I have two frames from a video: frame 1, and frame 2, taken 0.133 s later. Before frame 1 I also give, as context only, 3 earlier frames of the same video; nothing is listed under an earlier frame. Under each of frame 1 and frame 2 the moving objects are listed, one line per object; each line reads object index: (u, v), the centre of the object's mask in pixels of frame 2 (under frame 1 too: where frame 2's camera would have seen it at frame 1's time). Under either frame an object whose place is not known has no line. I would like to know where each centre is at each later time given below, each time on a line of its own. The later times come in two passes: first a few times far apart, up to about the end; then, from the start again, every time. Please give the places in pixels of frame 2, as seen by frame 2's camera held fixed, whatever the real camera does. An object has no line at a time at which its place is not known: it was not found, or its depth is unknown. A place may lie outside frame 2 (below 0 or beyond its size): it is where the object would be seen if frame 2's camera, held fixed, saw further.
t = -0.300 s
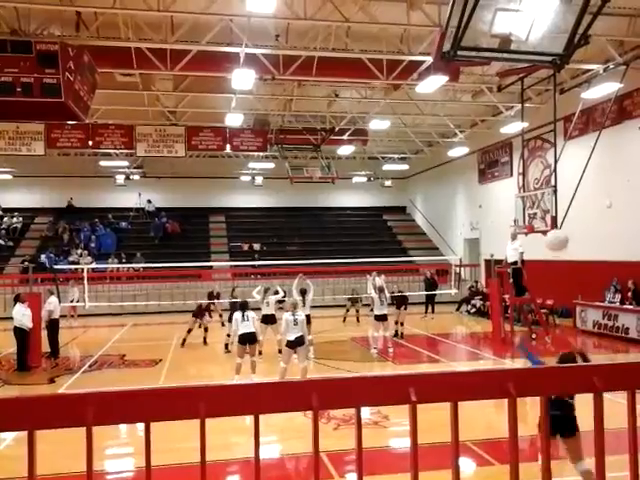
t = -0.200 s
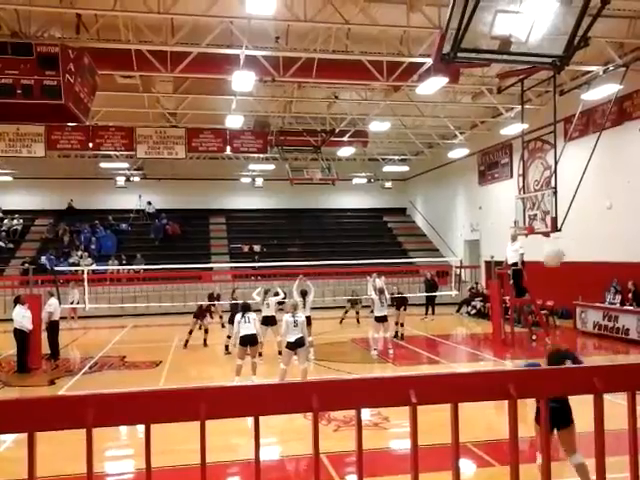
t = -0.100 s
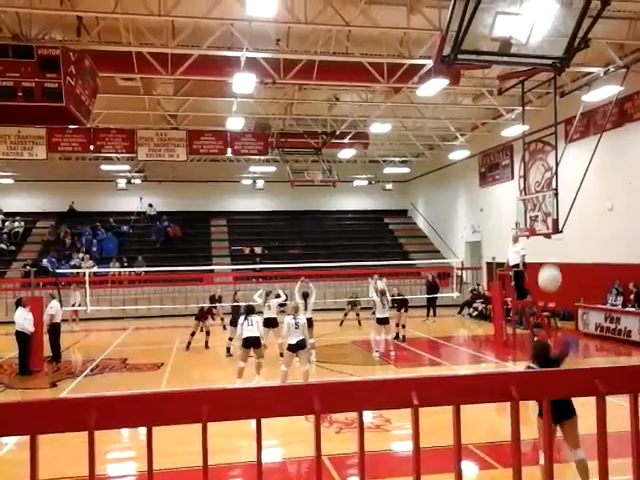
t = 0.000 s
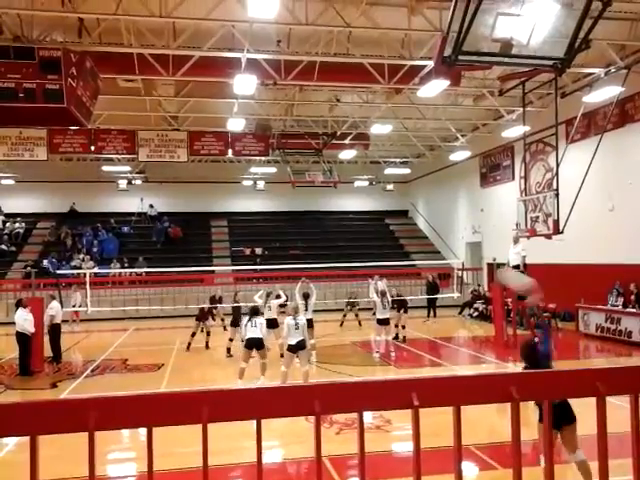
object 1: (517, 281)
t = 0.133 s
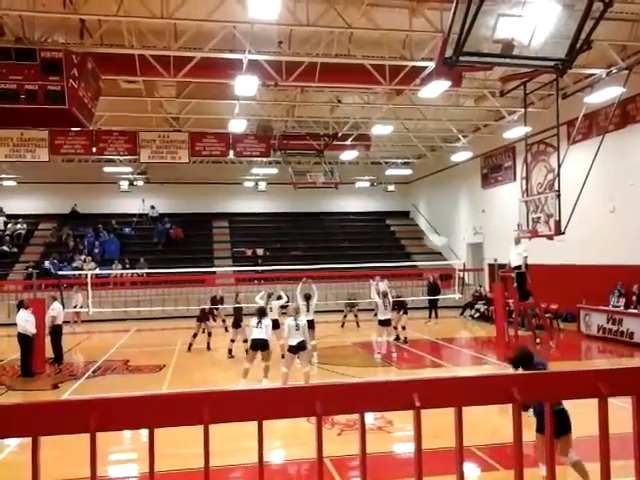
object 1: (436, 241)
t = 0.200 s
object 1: (408, 232)
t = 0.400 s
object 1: (349, 225)
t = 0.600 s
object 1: (312, 240)
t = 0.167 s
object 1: (421, 236)
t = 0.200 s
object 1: (408, 232)
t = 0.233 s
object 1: (397, 230)
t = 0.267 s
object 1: (385, 227)
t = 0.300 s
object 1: (375, 226)
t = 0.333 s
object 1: (366, 225)
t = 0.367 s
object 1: (357, 225)
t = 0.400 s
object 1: (349, 225)
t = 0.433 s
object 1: (341, 226)
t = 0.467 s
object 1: (335, 228)
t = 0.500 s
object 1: (328, 231)
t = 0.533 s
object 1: (323, 233)
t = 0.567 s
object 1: (317, 236)
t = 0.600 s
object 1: (312, 240)
